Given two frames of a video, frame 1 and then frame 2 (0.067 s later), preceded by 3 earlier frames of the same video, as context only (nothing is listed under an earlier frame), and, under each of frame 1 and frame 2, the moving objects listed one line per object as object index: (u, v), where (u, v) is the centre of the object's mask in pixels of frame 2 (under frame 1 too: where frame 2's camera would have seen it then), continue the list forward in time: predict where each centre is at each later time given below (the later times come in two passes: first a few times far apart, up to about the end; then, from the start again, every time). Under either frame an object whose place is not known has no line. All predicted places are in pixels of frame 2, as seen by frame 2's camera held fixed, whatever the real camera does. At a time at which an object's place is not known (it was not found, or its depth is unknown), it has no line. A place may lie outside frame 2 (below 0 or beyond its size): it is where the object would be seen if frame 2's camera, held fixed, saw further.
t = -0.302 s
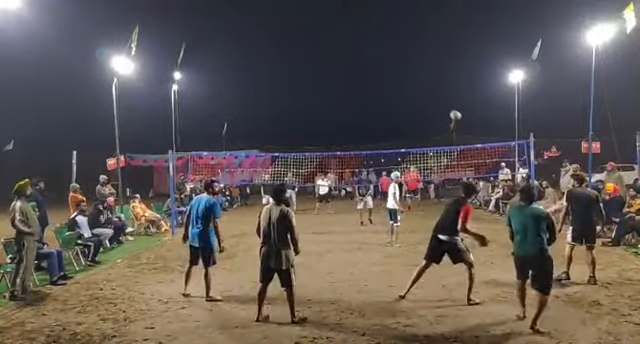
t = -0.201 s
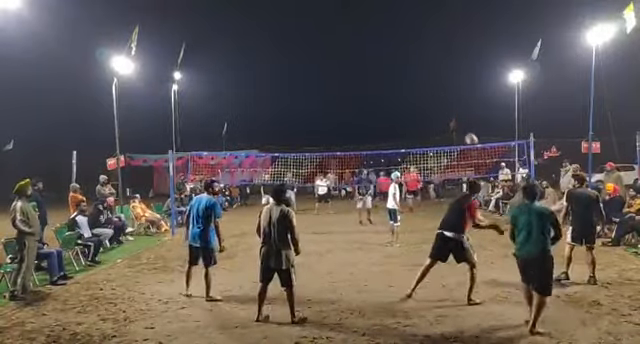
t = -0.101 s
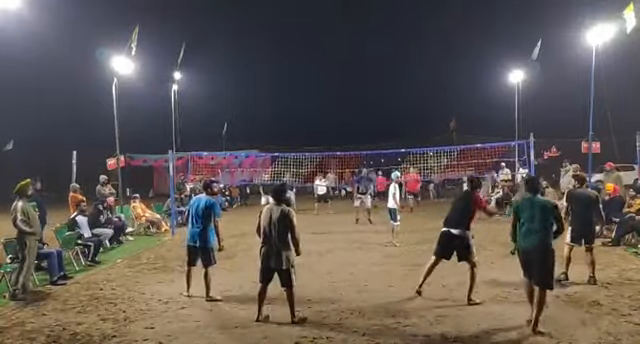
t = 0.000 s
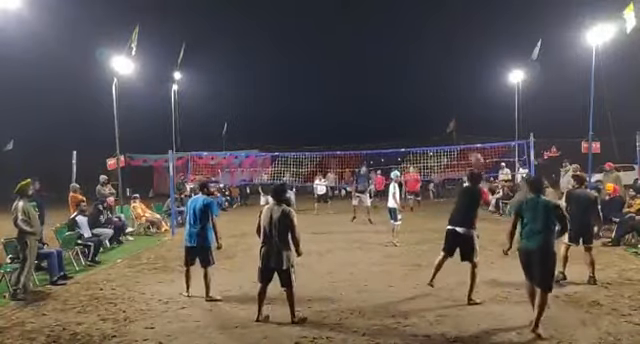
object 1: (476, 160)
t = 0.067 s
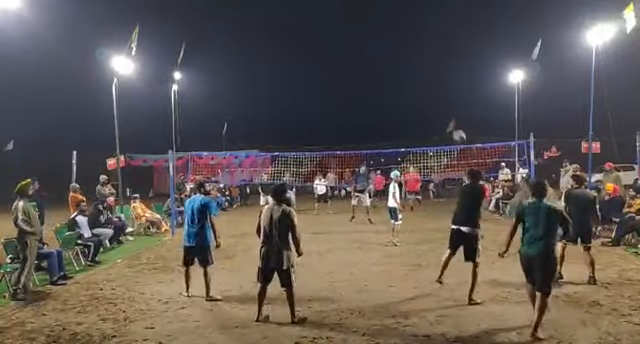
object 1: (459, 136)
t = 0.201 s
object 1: (433, 106)
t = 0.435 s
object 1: (402, 88)
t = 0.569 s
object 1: (389, 90)
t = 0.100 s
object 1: (451, 127)
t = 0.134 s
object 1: (447, 122)
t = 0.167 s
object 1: (439, 112)
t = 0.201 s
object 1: (433, 106)
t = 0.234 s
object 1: (428, 102)
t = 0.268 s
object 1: (423, 99)
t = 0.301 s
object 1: (418, 95)
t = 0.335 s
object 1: (414, 92)
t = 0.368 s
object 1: (409, 90)
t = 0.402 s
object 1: (406, 89)
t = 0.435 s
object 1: (402, 88)
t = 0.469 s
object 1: (399, 88)
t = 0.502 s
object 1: (395, 88)
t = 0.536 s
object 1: (392, 89)
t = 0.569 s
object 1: (389, 90)
